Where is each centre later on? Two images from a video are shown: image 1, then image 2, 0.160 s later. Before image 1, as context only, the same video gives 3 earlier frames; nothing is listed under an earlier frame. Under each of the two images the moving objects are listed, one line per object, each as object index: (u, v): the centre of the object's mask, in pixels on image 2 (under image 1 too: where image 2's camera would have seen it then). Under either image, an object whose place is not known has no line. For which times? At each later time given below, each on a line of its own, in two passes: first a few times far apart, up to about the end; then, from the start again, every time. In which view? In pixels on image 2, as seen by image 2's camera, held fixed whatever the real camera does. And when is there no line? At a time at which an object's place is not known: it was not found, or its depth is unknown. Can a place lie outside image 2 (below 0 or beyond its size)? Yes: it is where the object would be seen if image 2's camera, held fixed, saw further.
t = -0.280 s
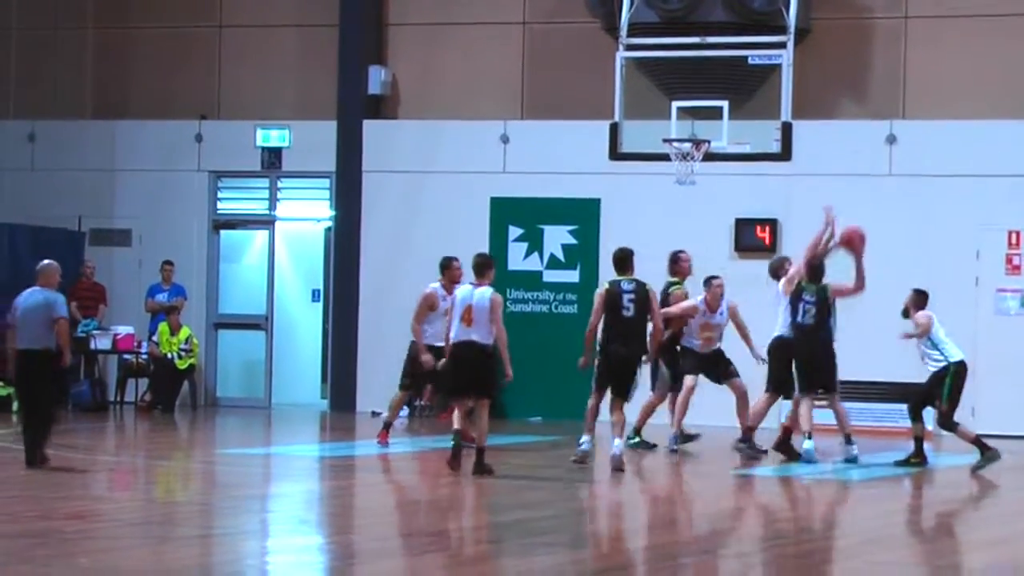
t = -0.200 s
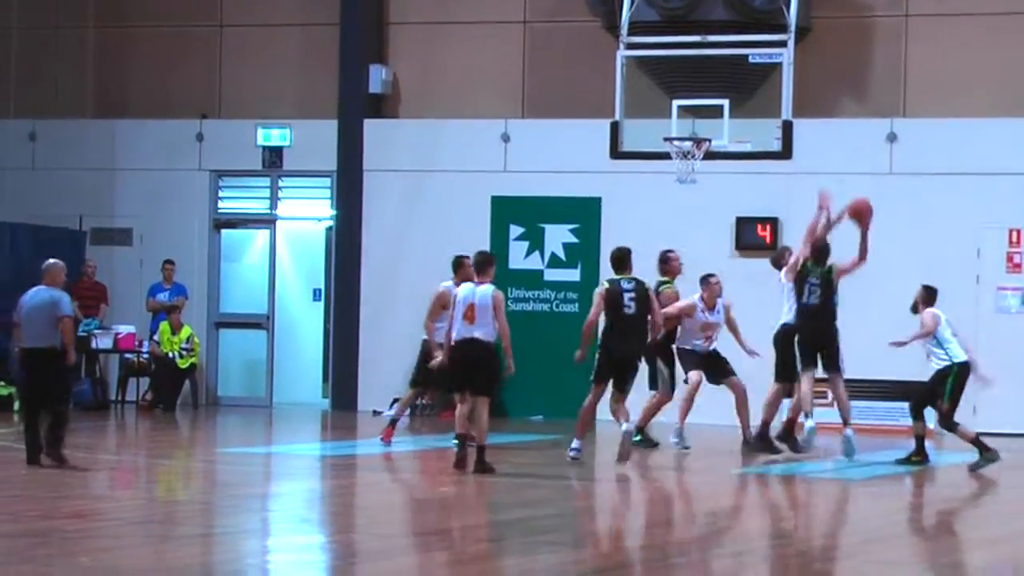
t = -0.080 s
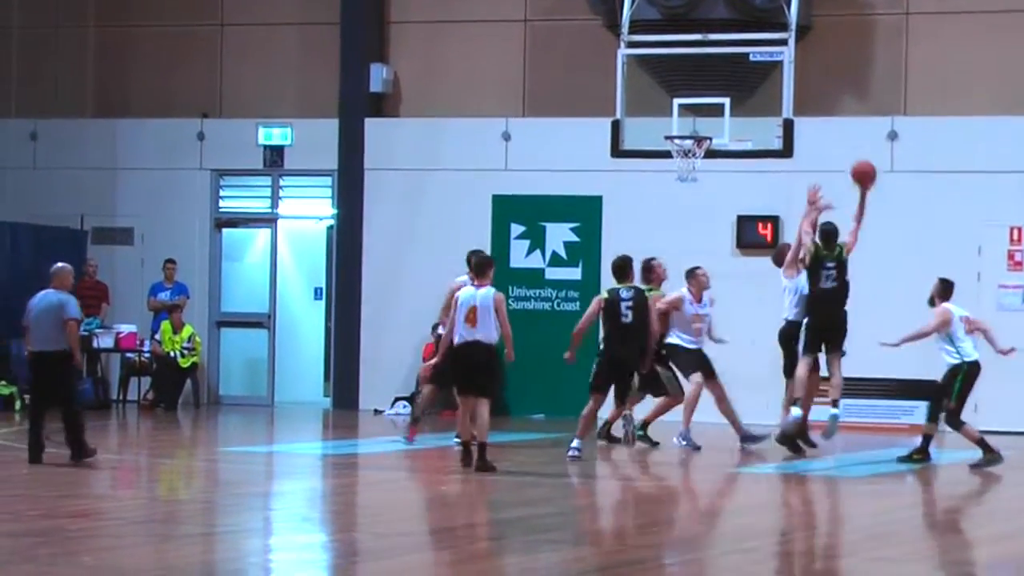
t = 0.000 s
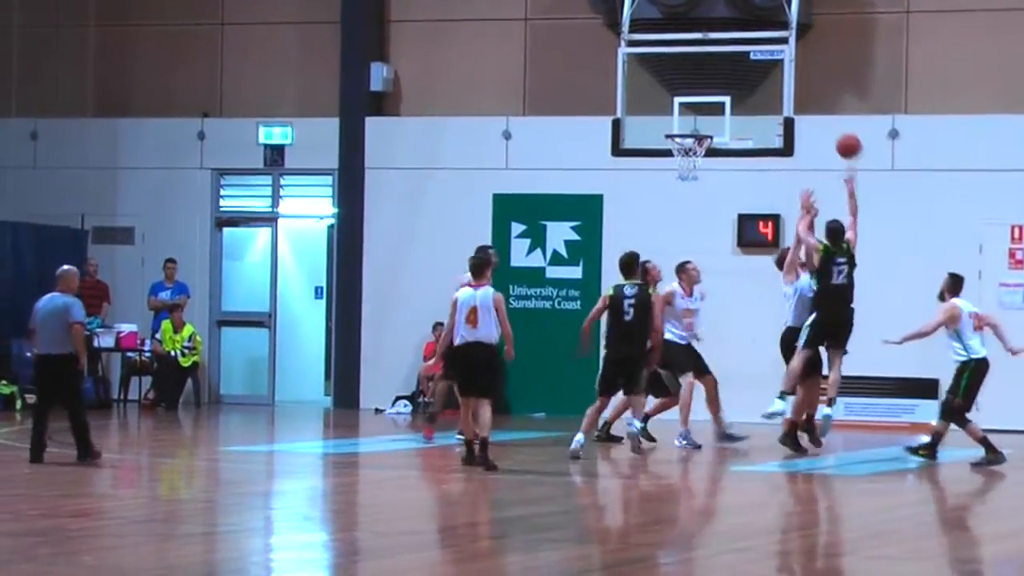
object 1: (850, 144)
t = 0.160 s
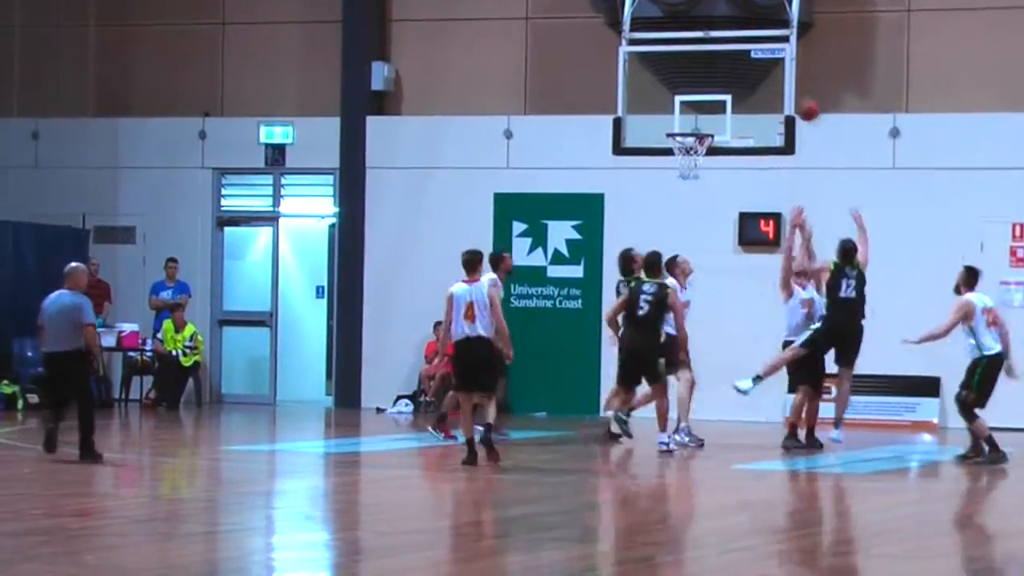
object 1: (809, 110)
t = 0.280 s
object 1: (779, 101)
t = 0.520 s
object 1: (721, 122)
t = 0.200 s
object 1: (800, 106)
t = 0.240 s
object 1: (791, 103)
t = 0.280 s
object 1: (779, 101)
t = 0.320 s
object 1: (770, 101)
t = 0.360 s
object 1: (760, 102)
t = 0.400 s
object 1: (751, 104)
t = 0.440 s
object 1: (742, 108)
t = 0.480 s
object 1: (731, 114)
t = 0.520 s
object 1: (721, 122)
